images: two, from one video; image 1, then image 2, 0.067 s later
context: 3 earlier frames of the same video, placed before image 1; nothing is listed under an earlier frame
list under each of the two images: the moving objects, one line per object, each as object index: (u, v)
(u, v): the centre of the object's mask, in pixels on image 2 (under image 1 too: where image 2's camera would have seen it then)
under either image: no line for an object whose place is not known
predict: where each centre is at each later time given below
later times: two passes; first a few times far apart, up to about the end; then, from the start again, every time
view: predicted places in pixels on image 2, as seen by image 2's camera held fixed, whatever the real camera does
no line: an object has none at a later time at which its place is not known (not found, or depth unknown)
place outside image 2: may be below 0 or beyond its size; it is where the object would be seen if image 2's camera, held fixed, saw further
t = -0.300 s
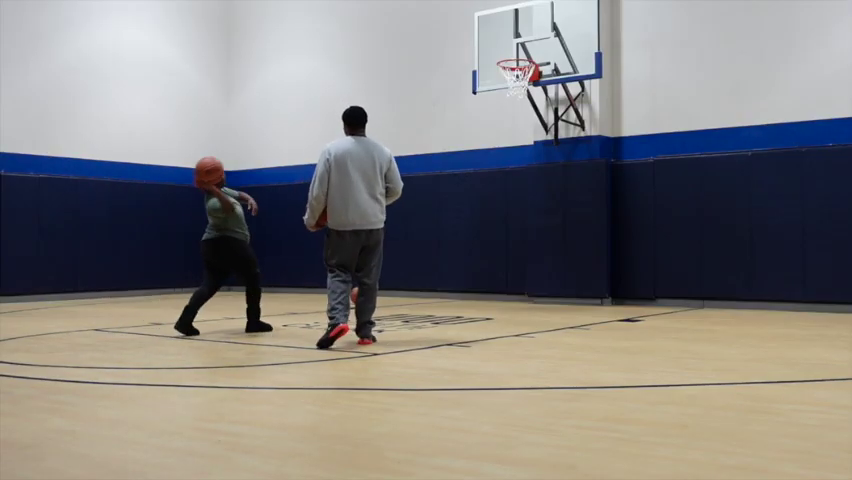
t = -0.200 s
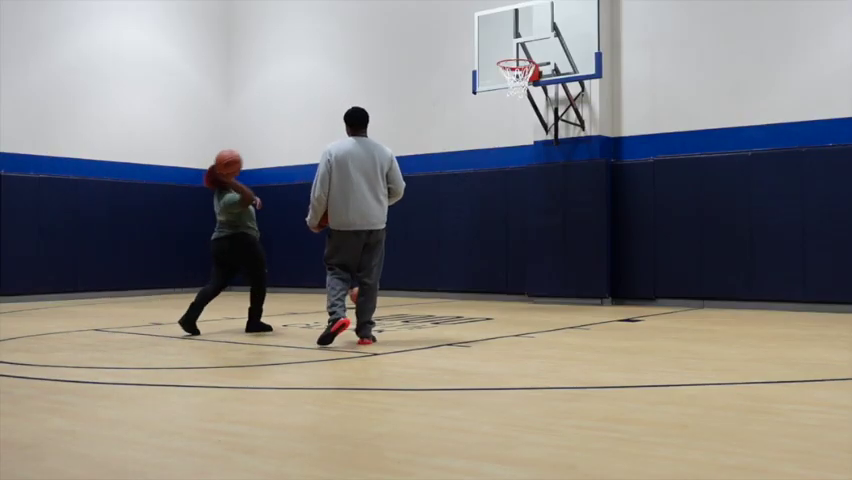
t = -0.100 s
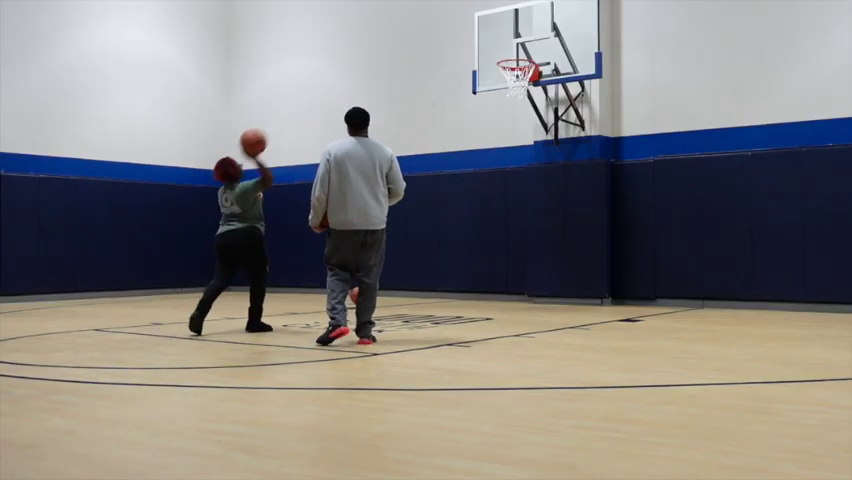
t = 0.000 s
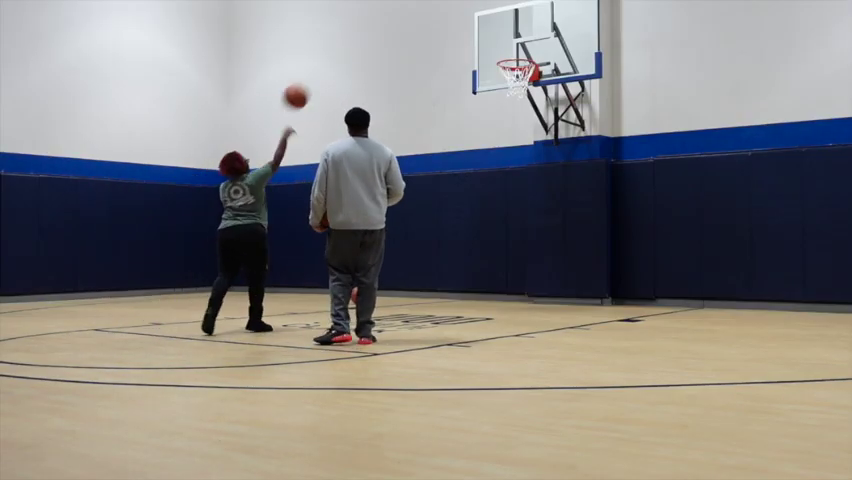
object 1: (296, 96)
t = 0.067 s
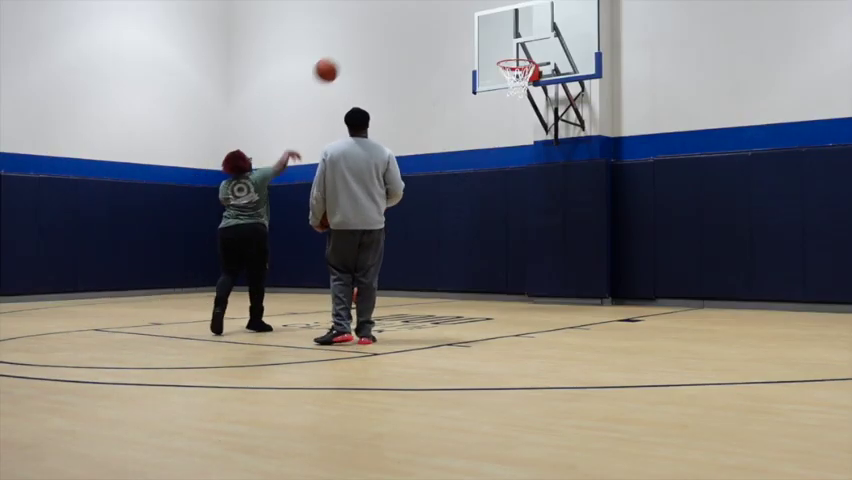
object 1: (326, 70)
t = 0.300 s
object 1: (416, 23)
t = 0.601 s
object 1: (504, 38)
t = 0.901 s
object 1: (526, 72)
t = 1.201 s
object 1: (521, 144)
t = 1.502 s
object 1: (517, 270)
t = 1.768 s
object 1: (506, 230)
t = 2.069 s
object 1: (493, 193)
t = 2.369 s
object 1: (480, 219)
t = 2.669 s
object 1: (468, 288)
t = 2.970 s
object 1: (457, 243)
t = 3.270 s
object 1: (445, 256)
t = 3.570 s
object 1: (430, 277)
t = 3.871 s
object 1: (416, 268)
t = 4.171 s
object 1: (403, 280)
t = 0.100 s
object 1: (340, 59)
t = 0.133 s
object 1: (354, 50)
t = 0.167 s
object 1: (367, 43)
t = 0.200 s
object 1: (380, 36)
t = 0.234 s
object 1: (393, 30)
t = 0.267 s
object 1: (405, 26)
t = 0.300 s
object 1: (416, 23)
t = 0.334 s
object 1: (427, 21)
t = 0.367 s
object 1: (438, 20)
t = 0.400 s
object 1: (448, 20)
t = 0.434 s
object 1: (458, 21)
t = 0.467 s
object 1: (468, 23)
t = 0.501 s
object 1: (478, 26)
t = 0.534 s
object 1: (487, 29)
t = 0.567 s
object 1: (495, 33)
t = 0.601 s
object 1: (504, 38)
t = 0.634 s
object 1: (512, 43)
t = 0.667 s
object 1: (520, 50)
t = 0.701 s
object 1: (519, 53)
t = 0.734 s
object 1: (514, 57)
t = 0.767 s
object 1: (508, 62)
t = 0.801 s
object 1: (512, 64)
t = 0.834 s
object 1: (519, 67)
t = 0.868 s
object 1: (524, 70)
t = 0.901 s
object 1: (526, 72)
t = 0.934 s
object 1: (525, 76)
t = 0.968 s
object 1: (524, 89)
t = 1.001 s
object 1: (525, 92)
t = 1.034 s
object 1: (524, 98)
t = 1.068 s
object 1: (524, 105)
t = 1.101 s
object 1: (523, 113)
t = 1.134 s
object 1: (522, 123)
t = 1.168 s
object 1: (521, 132)
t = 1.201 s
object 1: (521, 144)
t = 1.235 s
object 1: (521, 154)
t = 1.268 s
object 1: (520, 166)
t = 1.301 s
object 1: (519, 179)
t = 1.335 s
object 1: (519, 192)
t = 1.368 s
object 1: (518, 207)
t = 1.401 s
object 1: (518, 222)
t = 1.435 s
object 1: (517, 237)
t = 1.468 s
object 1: (517, 253)
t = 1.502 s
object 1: (517, 270)
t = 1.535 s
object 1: (516, 287)
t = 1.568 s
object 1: (515, 291)
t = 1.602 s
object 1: (514, 279)
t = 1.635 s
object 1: (512, 268)
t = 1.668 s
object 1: (510, 257)
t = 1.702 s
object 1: (509, 247)
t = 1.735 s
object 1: (507, 238)
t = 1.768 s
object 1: (506, 230)
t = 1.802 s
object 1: (505, 223)
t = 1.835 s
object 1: (503, 216)
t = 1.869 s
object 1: (502, 211)
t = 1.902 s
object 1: (500, 206)
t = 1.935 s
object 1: (499, 202)
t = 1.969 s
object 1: (497, 199)
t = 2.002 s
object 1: (496, 196)
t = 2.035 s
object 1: (494, 194)
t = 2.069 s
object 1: (493, 193)
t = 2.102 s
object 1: (492, 193)
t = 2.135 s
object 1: (490, 194)
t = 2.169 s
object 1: (489, 195)
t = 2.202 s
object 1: (487, 197)
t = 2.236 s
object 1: (485, 200)
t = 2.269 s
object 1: (484, 203)
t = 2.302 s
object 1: (483, 208)
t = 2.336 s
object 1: (481, 213)
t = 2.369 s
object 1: (480, 219)
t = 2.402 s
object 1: (479, 226)
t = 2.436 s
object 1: (478, 233)
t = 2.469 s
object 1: (476, 241)
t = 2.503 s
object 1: (475, 250)
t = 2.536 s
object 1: (474, 259)
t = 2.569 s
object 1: (472, 269)
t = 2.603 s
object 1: (471, 280)
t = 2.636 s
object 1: (470, 291)
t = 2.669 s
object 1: (468, 288)
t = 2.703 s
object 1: (467, 280)
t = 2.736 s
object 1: (466, 273)
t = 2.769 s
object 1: (464, 266)
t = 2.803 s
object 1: (463, 260)
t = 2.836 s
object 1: (462, 255)
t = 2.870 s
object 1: (461, 251)
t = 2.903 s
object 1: (460, 248)
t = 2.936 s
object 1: (458, 245)
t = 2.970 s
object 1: (457, 243)
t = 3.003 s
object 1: (456, 242)
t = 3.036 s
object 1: (455, 242)
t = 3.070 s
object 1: (453, 242)
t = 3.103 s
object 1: (452, 243)
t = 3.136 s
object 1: (451, 244)
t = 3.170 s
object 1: (450, 247)
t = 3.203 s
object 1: (448, 249)
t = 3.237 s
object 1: (447, 252)
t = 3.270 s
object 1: (445, 256)
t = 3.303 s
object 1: (443, 260)
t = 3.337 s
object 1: (442, 265)
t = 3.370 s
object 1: (440, 271)
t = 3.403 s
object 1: (438, 278)
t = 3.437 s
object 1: (437, 285)
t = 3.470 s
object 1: (435, 292)
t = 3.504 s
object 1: (434, 286)
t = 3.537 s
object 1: (432, 281)
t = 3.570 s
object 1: (430, 277)
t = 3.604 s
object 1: (428, 273)
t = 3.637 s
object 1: (427, 270)
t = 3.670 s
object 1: (425, 267)
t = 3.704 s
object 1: (424, 266)
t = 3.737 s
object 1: (422, 264)
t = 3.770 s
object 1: (421, 264)
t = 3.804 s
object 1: (419, 264)
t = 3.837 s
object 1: (417, 266)
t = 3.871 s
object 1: (416, 268)
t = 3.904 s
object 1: (415, 270)
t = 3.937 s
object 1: (413, 273)
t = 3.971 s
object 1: (411, 277)
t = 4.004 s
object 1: (410, 282)
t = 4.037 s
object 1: (408, 287)
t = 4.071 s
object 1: (407, 291)
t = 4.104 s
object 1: (405, 286)
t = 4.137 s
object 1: (404, 283)
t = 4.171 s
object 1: (403, 280)
